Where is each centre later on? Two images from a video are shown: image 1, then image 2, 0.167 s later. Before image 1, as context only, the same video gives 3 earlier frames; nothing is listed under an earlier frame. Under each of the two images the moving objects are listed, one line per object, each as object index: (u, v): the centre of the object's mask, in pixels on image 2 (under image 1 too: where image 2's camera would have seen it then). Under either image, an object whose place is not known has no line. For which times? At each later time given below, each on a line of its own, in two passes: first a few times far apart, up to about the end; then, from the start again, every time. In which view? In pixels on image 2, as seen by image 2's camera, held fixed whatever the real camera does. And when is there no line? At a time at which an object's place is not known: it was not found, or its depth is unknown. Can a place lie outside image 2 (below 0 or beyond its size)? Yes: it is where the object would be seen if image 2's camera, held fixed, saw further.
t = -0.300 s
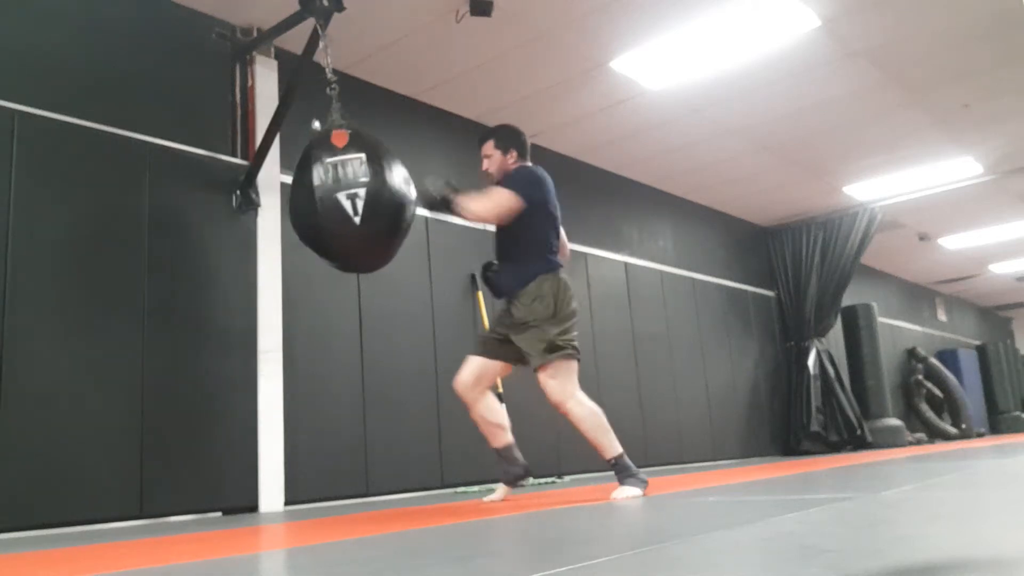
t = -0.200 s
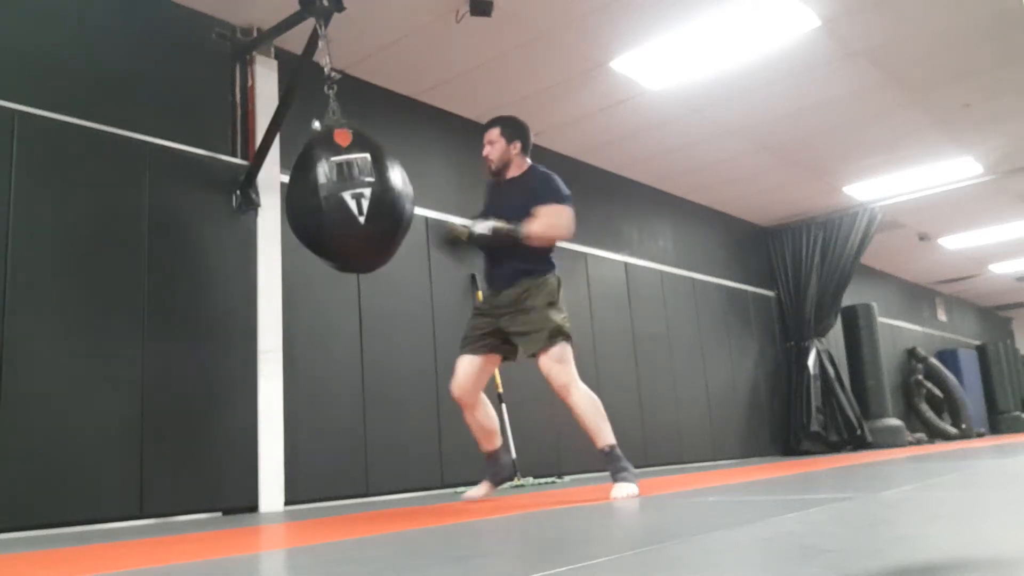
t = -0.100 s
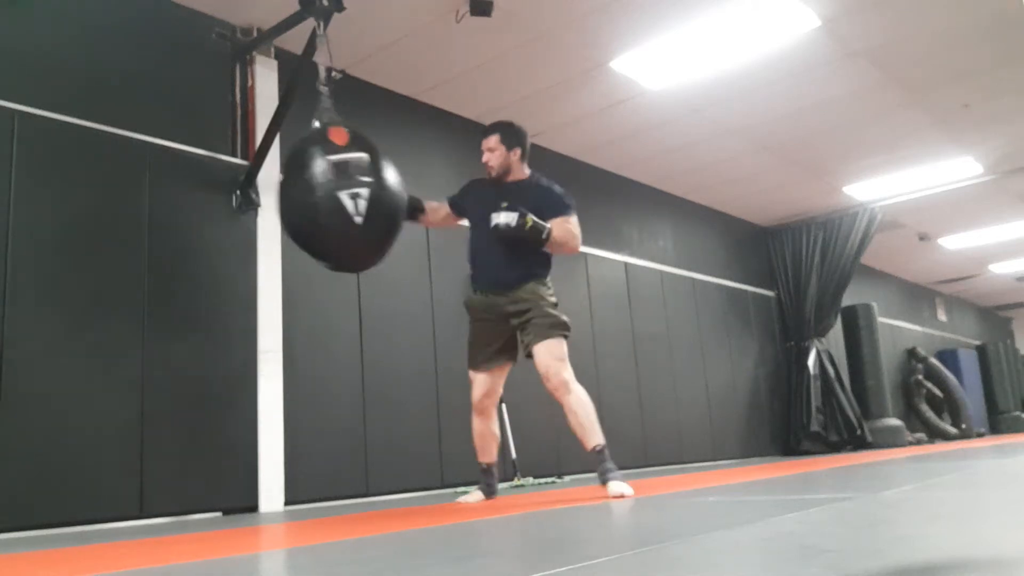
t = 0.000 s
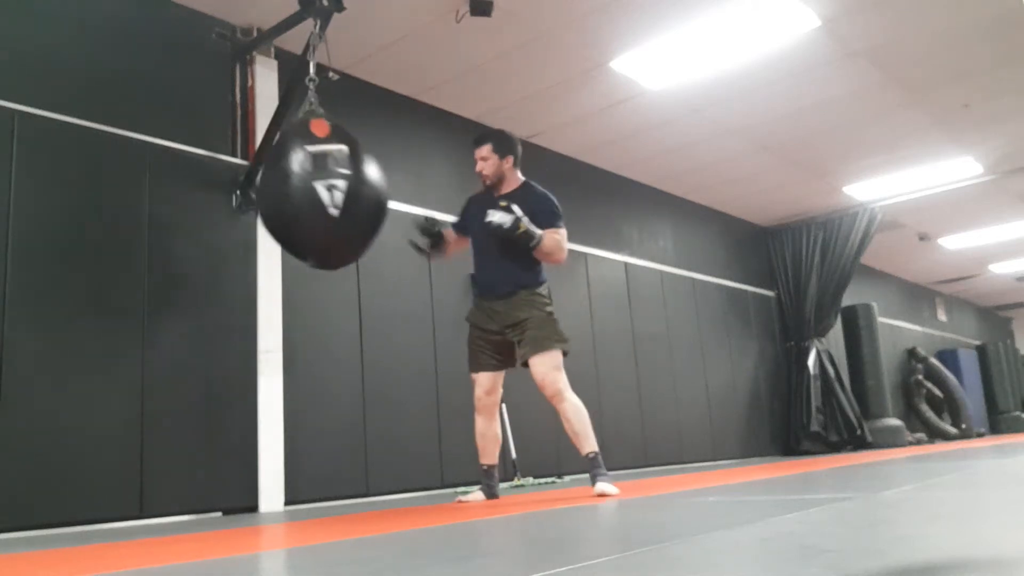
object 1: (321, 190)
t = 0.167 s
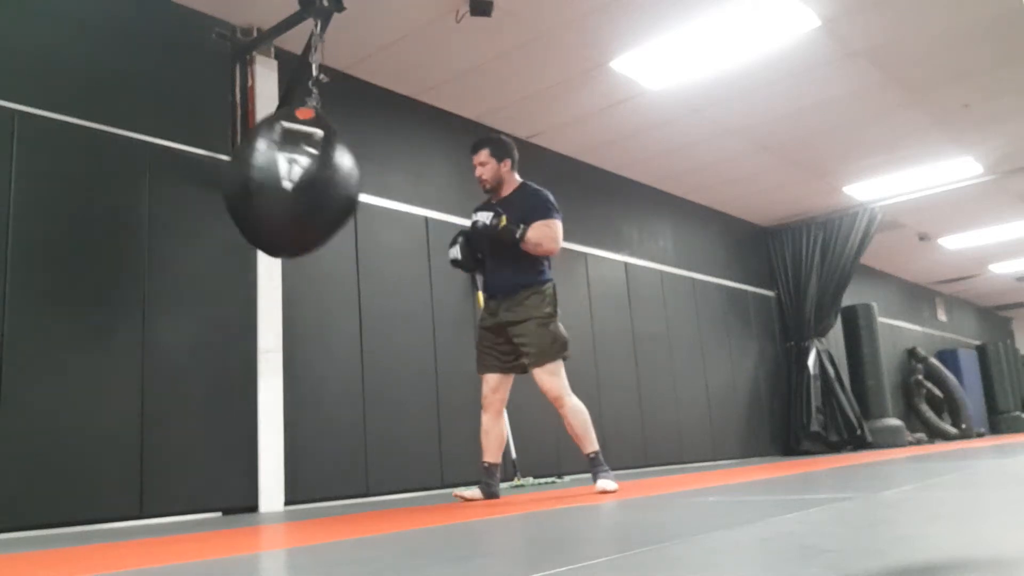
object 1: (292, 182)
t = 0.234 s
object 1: (281, 178)
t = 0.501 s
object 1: (258, 169)
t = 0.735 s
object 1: (274, 182)
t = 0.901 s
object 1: (301, 192)
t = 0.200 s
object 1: (287, 180)
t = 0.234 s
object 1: (281, 178)
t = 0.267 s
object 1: (276, 176)
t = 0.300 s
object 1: (271, 174)
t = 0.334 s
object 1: (267, 172)
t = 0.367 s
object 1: (263, 170)
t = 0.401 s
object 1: (261, 169)
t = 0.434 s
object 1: (259, 169)
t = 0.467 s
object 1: (258, 169)
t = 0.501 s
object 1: (258, 169)
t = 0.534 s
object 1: (259, 170)
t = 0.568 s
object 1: (260, 172)
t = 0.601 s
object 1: (262, 173)
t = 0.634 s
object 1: (265, 175)
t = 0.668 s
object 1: (268, 177)
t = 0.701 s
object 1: (271, 180)
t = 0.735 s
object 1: (274, 182)
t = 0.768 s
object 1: (279, 185)
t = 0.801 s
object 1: (284, 187)
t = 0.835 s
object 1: (289, 190)
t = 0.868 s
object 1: (295, 192)
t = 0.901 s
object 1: (301, 192)
